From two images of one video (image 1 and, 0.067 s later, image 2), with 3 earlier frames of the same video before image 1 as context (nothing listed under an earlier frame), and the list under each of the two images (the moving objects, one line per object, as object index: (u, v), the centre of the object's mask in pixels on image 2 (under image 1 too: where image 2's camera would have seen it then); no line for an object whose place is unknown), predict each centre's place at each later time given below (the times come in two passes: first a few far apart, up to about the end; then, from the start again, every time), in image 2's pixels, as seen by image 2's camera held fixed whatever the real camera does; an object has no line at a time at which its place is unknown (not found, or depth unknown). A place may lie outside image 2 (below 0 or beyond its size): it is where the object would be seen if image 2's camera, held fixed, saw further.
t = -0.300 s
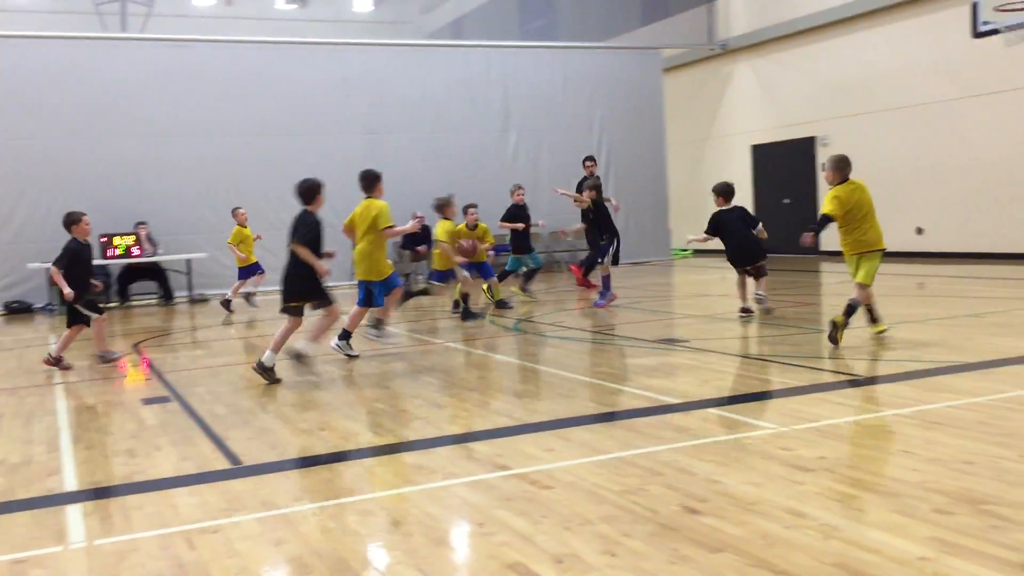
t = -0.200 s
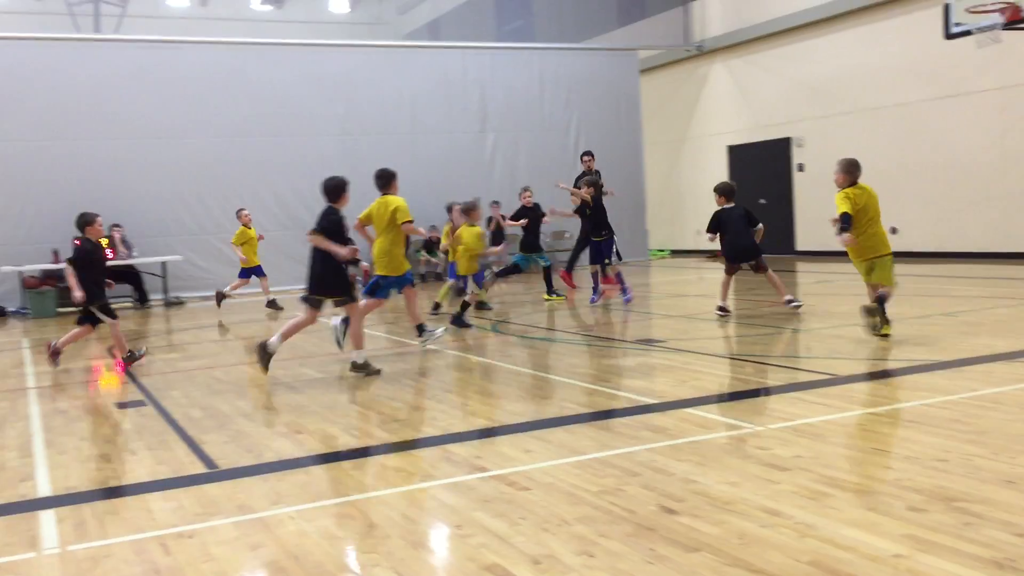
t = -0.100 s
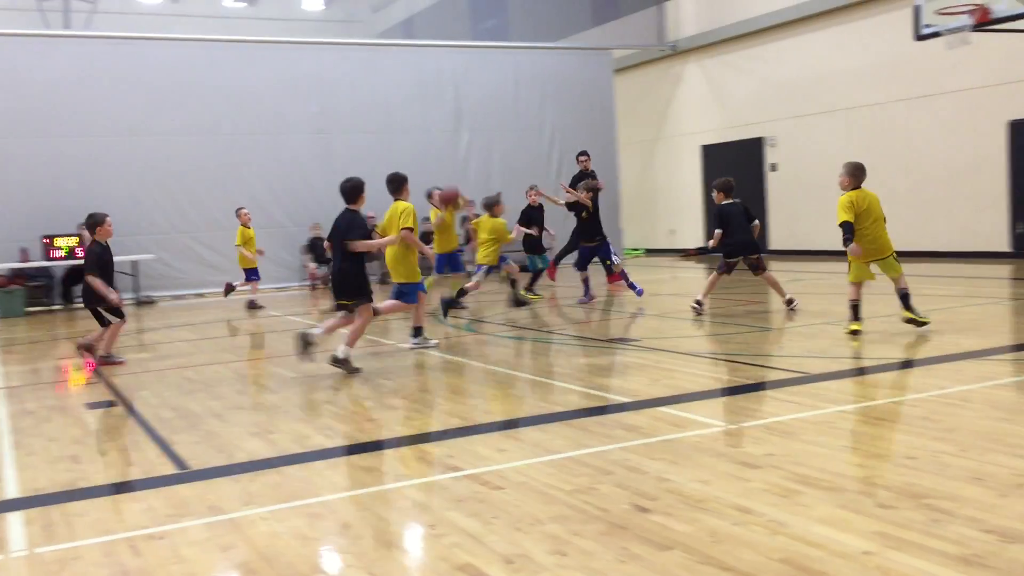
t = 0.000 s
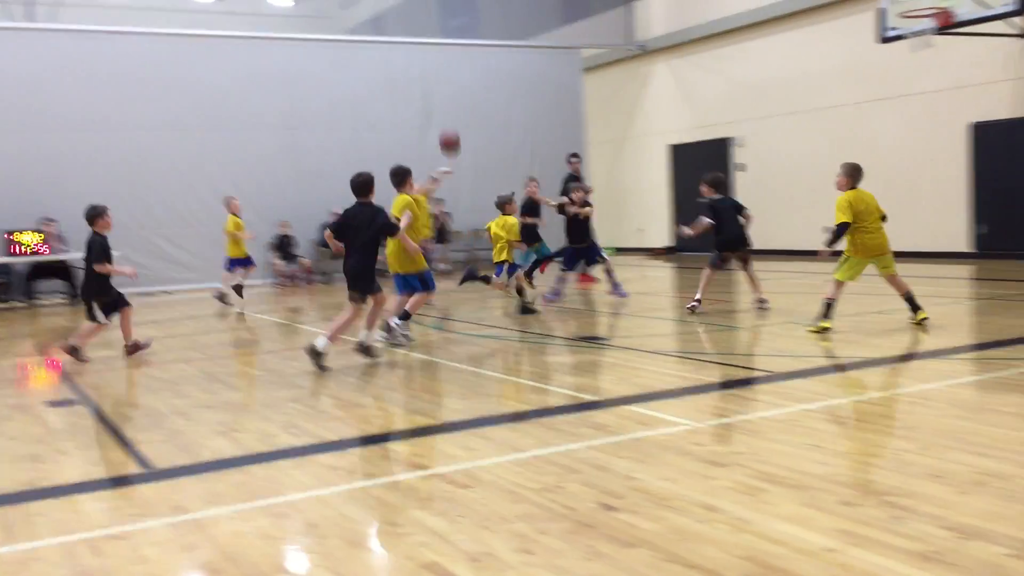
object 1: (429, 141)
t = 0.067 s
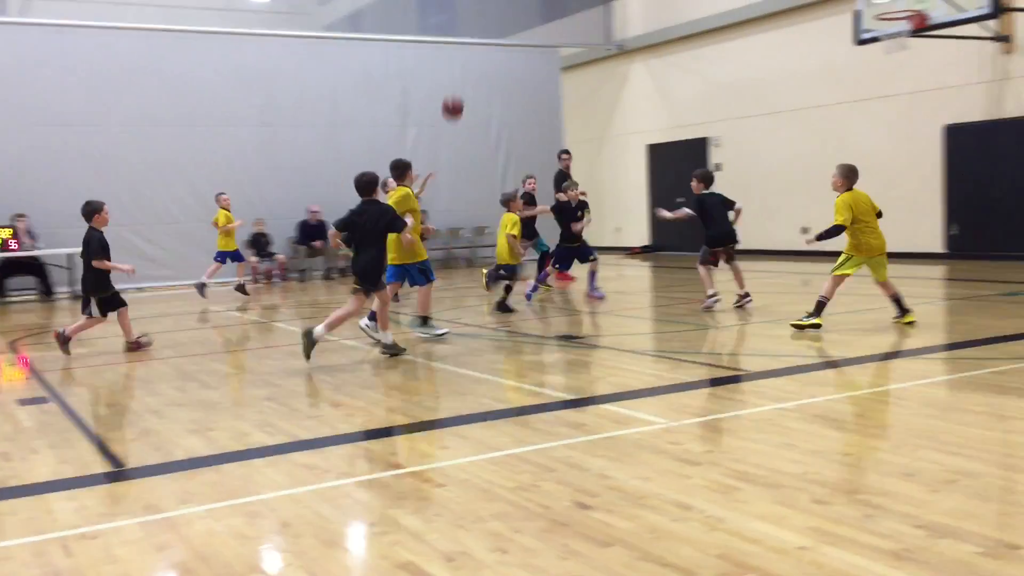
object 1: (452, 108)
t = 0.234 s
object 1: (517, 39)
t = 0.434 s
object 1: (604, -12)
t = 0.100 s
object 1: (465, 93)
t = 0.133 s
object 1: (478, 78)
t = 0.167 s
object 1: (490, 65)
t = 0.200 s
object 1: (504, 51)
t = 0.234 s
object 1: (517, 39)
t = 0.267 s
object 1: (531, 28)
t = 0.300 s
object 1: (544, 17)
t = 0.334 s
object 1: (559, 8)
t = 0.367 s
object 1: (574, 1)
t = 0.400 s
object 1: (589, -7)
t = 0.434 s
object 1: (604, -12)
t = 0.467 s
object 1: (618, -17)
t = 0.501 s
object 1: (635, -22)
